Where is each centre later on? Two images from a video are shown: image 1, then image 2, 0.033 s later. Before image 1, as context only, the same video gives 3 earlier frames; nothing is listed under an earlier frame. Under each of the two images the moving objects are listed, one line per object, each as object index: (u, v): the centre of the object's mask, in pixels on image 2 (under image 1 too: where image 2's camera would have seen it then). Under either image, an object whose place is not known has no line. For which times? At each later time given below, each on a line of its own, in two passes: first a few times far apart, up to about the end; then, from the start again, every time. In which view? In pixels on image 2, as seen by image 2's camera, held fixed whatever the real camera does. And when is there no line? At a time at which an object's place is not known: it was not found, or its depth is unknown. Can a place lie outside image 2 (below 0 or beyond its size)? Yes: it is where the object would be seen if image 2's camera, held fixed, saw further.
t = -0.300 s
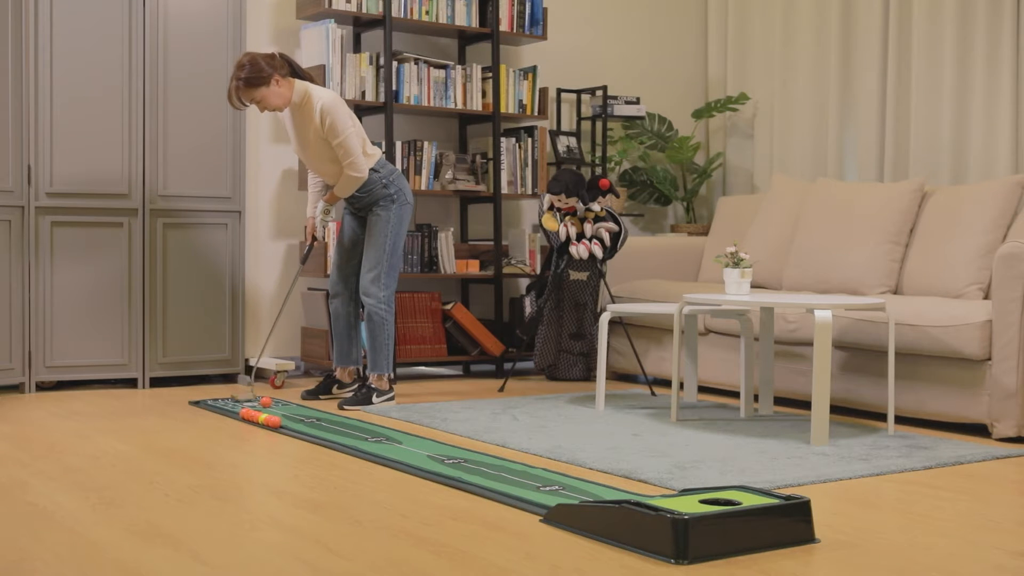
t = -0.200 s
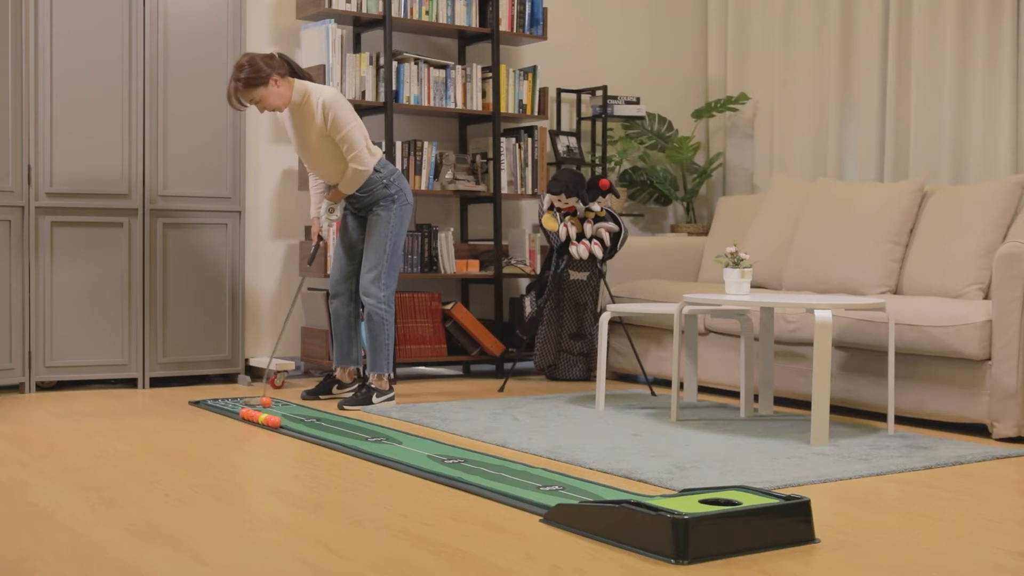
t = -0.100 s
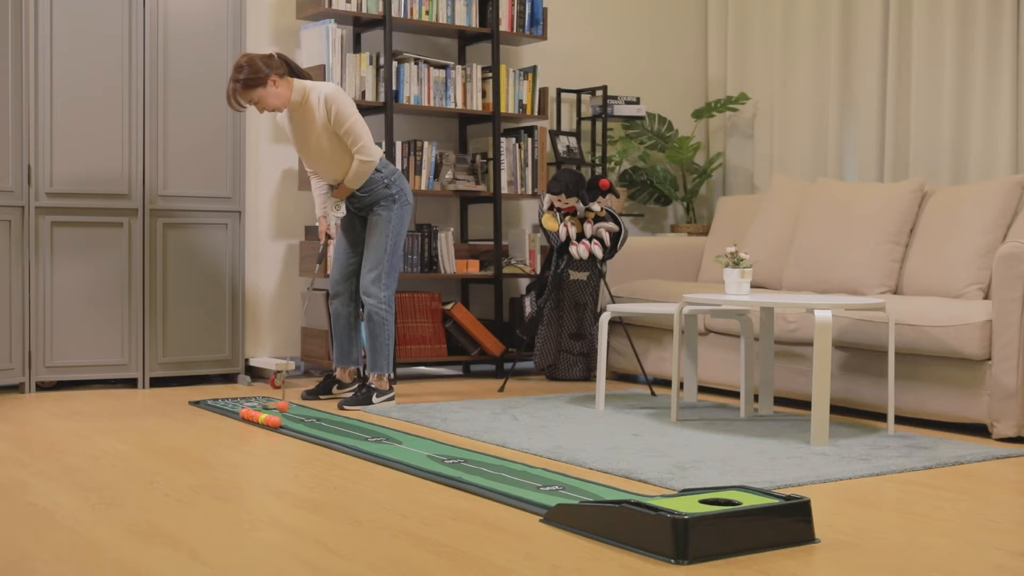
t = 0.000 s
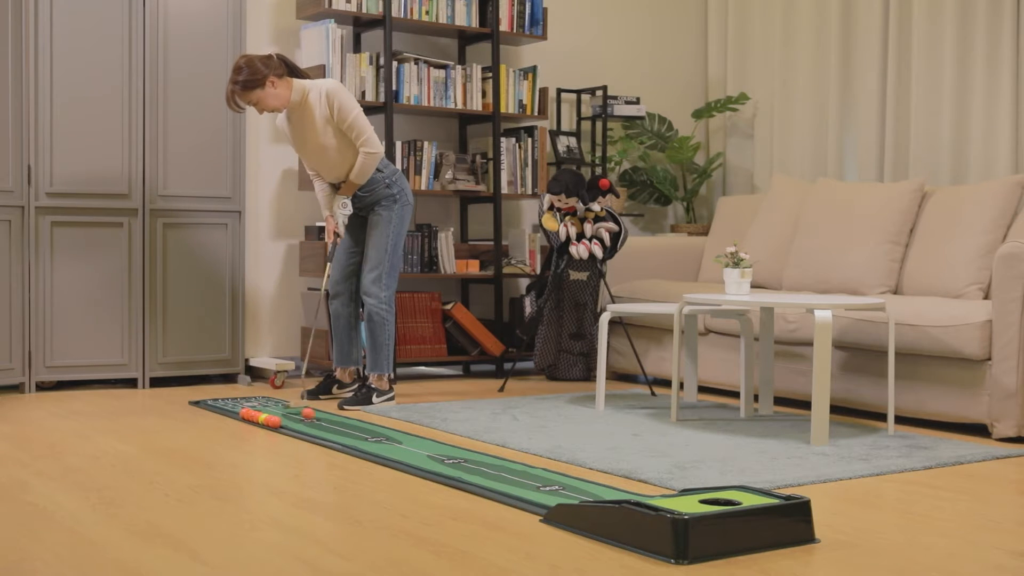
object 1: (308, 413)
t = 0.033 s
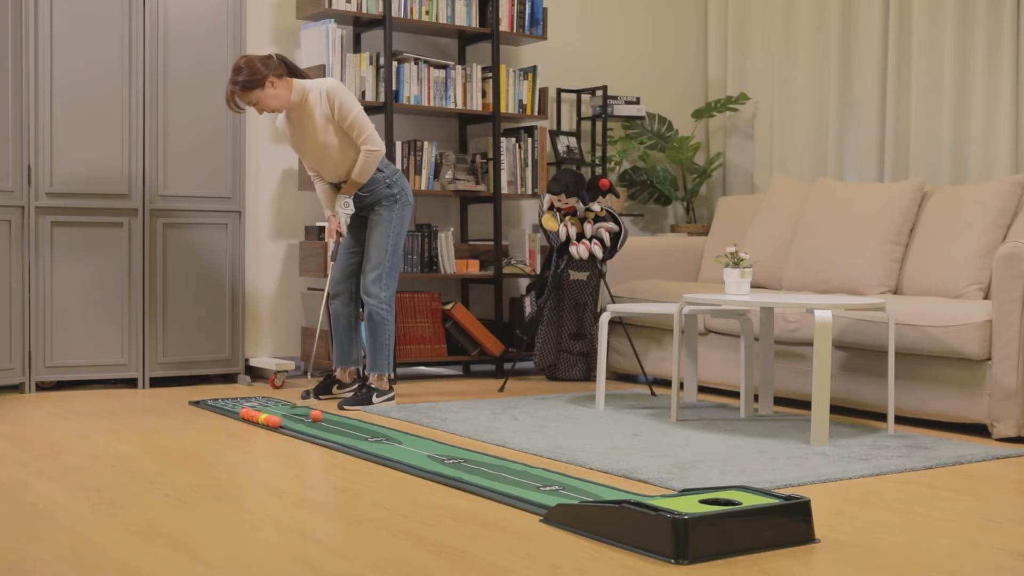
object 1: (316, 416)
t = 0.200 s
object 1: (356, 427)
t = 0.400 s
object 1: (409, 441)
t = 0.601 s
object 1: (471, 458)
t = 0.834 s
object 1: (553, 480)
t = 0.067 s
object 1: (324, 418)
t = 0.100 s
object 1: (331, 420)
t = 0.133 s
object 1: (339, 422)
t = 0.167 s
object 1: (348, 424)
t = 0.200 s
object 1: (356, 427)
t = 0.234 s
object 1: (365, 429)
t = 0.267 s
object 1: (373, 431)
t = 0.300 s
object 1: (382, 434)
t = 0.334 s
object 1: (391, 437)
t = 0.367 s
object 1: (399, 439)
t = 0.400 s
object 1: (409, 441)
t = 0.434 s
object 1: (419, 444)
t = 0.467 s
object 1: (429, 447)
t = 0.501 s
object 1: (439, 450)
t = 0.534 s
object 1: (449, 453)
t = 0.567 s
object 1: (460, 456)
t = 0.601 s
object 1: (471, 458)
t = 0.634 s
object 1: (481, 461)
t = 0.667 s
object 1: (493, 464)
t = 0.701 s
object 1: (504, 467)
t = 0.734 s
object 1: (516, 470)
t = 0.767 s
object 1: (528, 473)
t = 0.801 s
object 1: (540, 477)
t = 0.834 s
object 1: (553, 480)
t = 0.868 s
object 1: (566, 483)
